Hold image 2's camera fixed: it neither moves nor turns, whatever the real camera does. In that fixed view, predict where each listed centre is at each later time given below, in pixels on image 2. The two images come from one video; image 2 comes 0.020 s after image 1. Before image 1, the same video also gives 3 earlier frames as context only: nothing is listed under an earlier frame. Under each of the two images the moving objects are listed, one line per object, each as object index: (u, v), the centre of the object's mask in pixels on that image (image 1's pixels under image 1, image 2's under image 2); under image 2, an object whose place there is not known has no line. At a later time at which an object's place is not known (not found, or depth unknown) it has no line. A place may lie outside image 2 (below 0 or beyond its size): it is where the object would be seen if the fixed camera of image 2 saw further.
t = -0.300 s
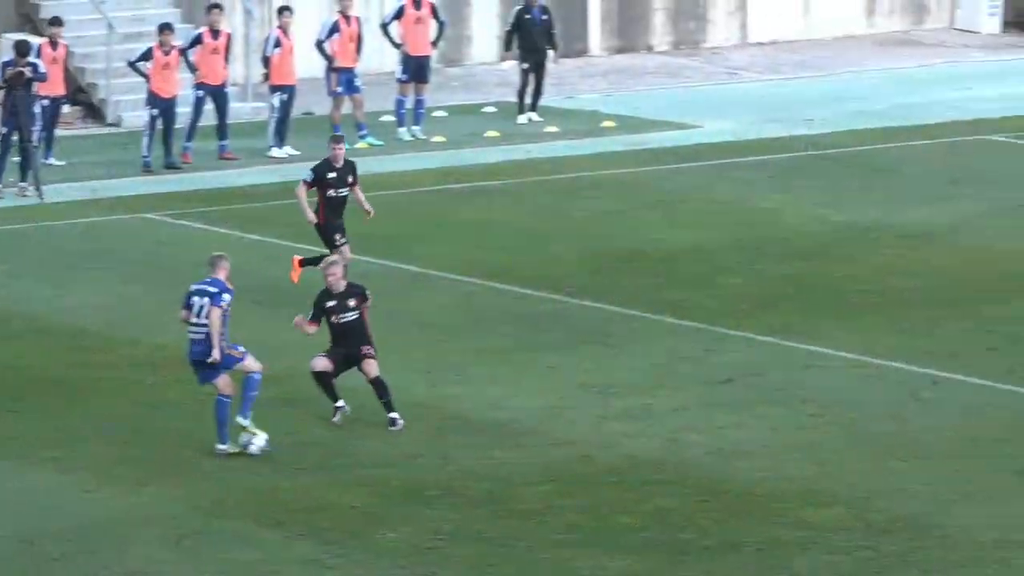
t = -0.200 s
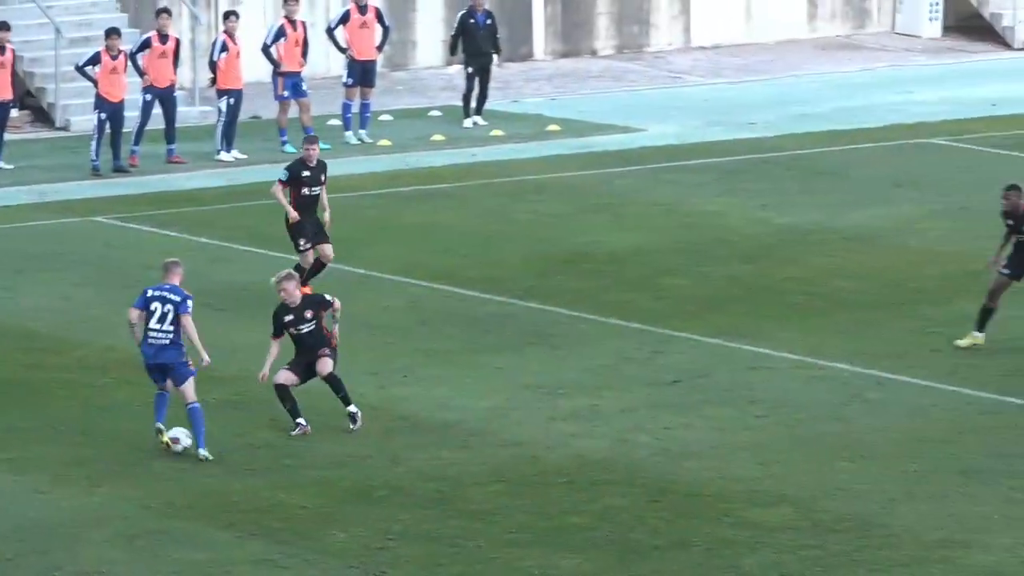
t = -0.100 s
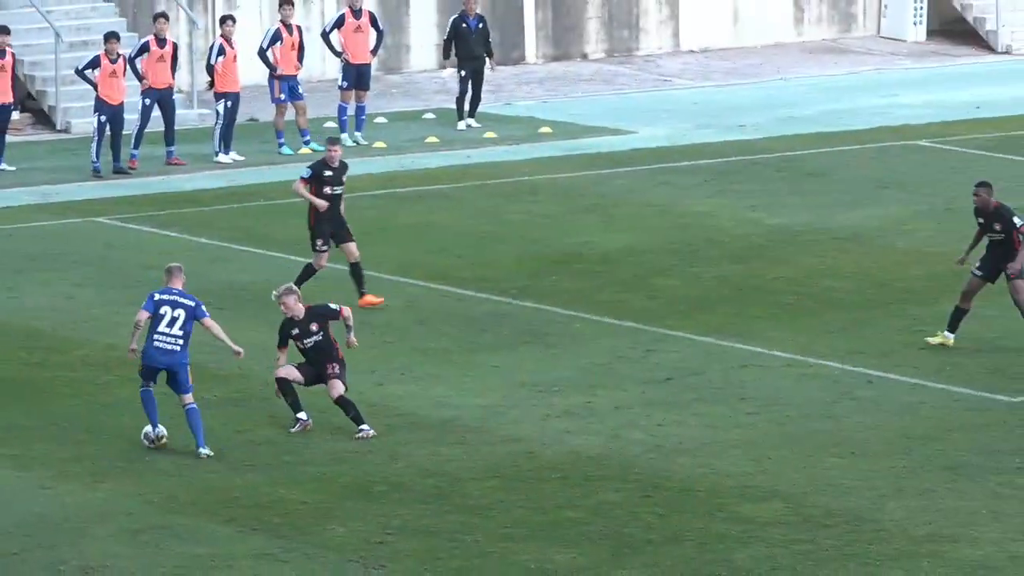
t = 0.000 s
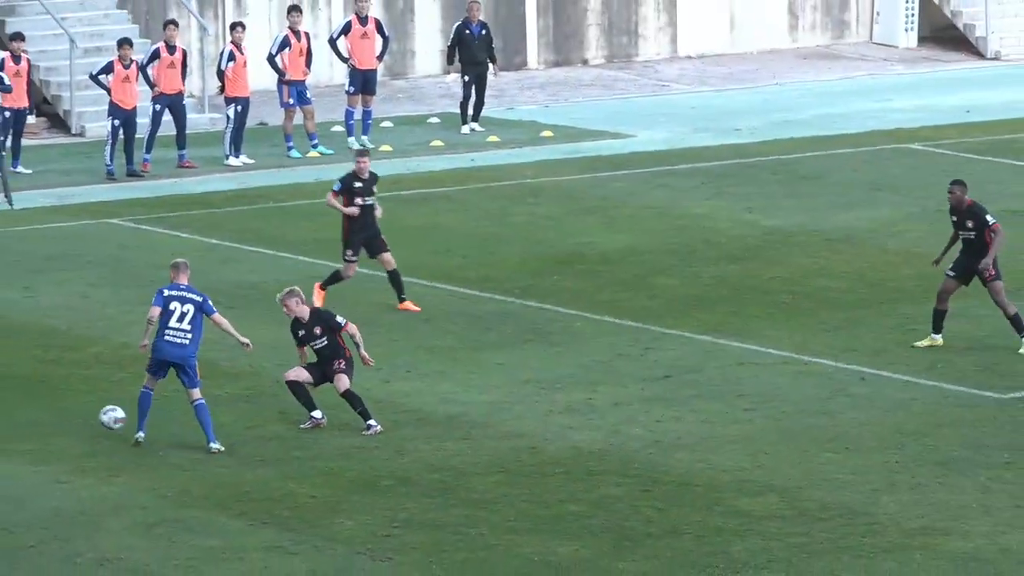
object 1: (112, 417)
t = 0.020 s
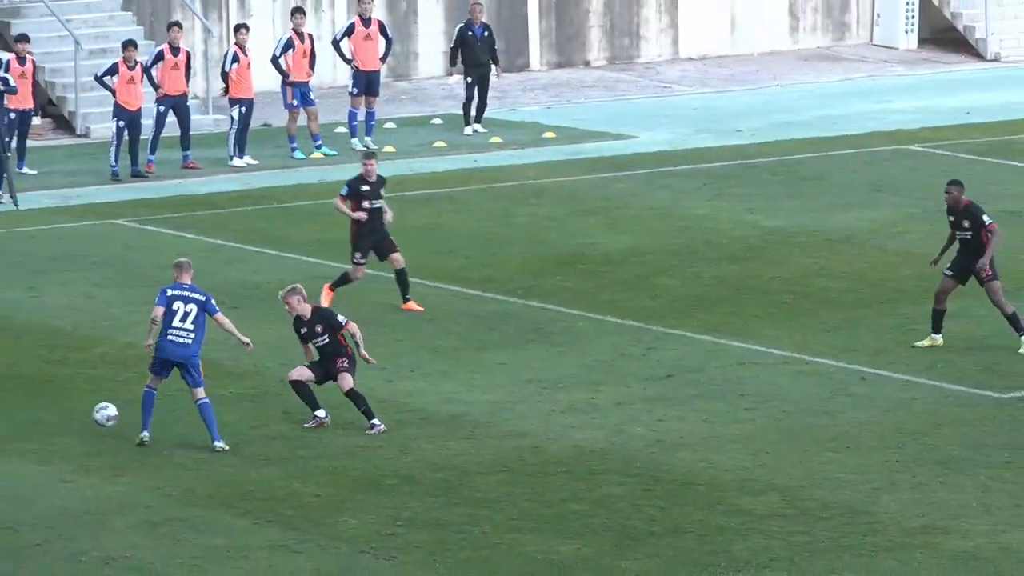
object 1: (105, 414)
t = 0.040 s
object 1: (93, 412)
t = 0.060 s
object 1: (81, 411)
